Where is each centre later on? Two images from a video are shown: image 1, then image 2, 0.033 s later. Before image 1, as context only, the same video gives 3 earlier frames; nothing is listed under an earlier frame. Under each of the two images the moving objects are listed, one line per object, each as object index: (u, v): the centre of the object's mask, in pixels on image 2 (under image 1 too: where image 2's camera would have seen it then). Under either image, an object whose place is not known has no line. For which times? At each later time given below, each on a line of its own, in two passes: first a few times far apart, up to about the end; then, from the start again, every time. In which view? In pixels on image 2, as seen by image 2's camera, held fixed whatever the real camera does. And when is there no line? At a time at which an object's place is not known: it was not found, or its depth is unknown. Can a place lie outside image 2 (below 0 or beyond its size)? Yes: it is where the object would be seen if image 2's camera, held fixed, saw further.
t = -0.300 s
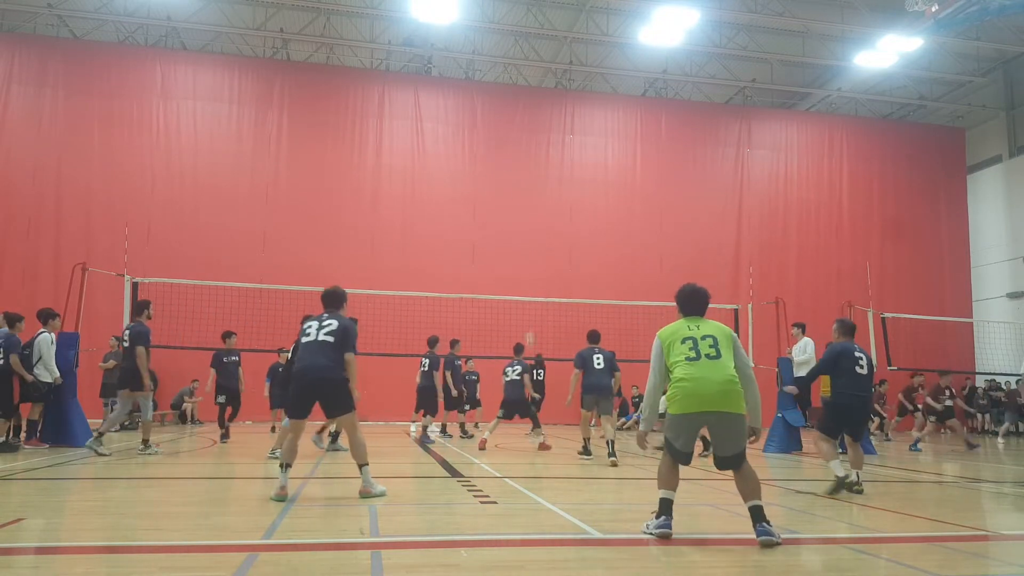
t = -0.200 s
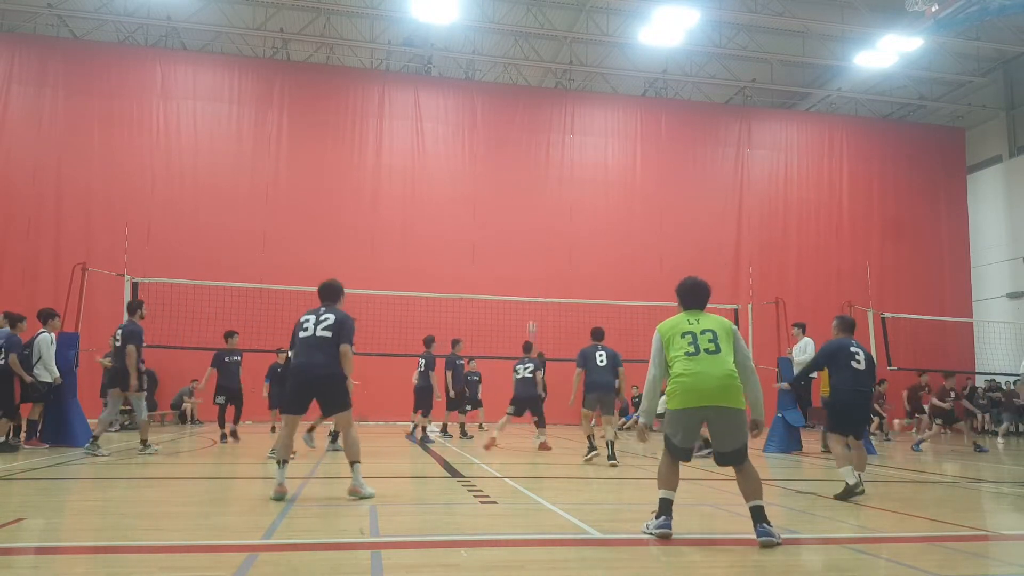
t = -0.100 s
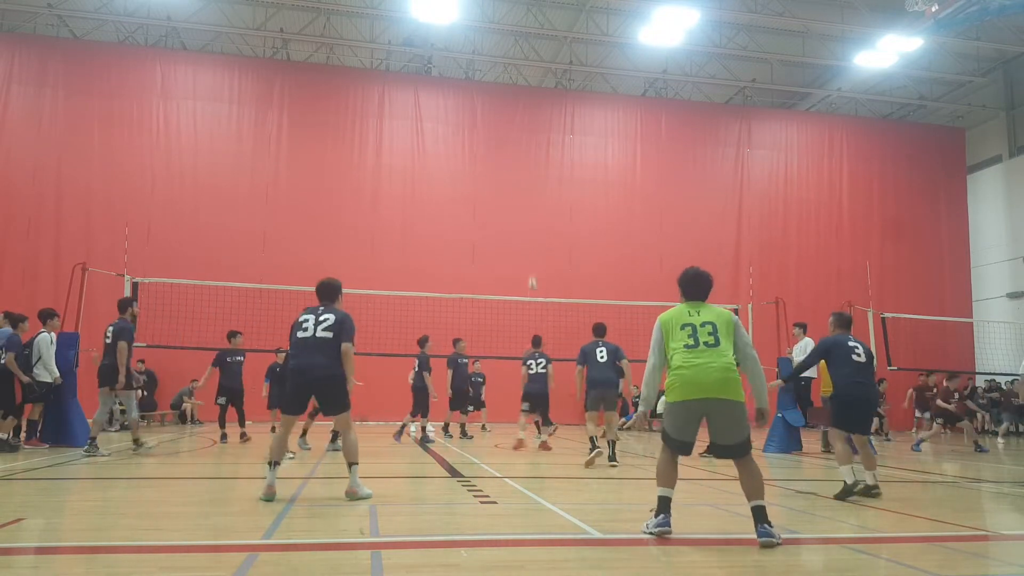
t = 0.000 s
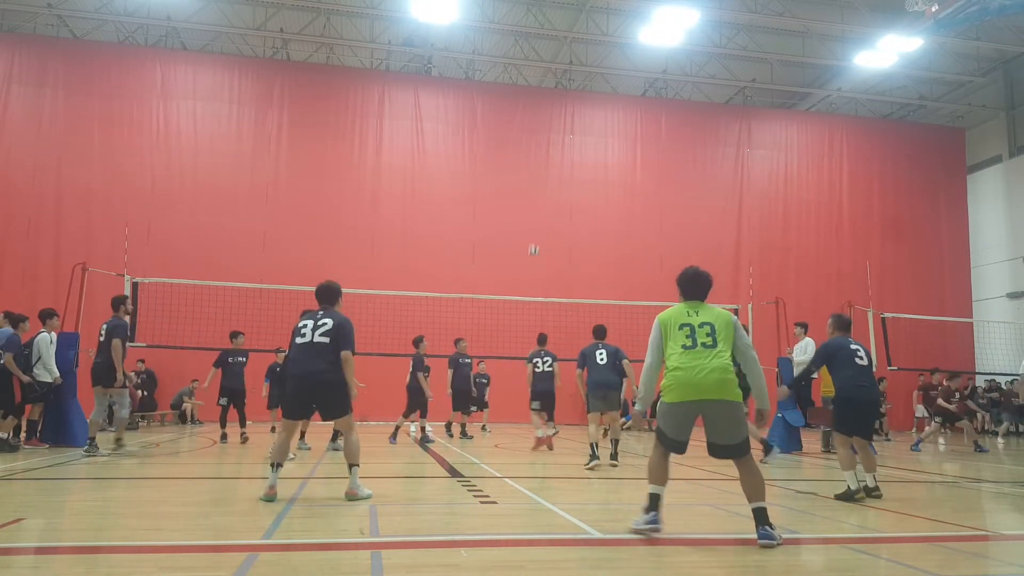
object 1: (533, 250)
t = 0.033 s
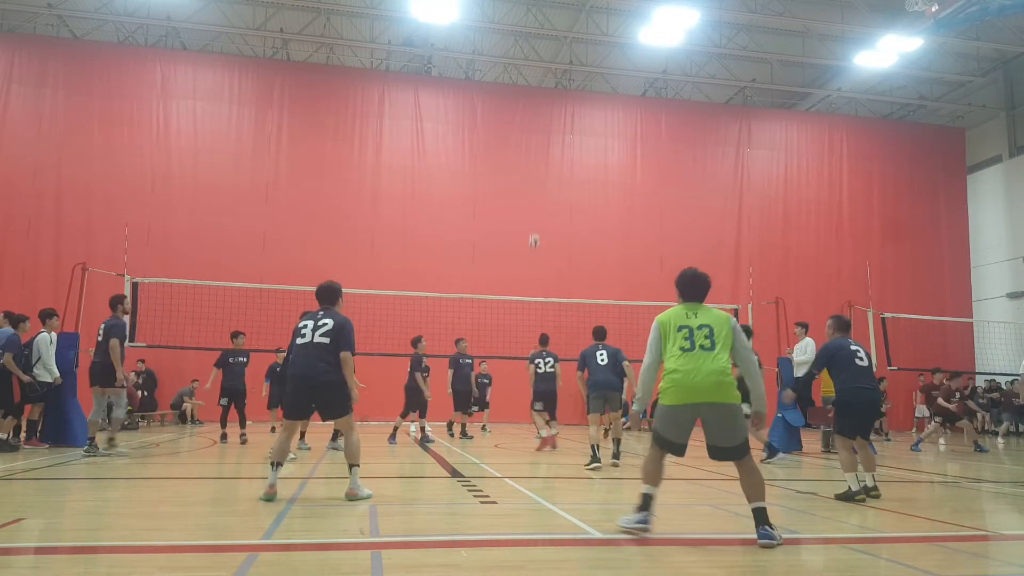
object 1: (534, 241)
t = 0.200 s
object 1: (536, 195)
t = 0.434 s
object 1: (542, 150)
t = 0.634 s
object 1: (548, 133)
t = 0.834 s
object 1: (560, 145)
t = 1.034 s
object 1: (576, 205)
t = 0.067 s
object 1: (534, 231)
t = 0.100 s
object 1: (534, 222)
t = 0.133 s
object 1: (535, 212)
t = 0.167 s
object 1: (535, 205)
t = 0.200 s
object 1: (536, 195)
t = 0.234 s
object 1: (537, 188)
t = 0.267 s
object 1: (538, 181)
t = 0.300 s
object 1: (539, 173)
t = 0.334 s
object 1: (539, 167)
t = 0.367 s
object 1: (540, 162)
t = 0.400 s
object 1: (541, 155)
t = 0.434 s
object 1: (542, 150)
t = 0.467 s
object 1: (543, 146)
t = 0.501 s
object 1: (544, 142)
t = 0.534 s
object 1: (545, 138)
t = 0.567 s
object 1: (546, 136)
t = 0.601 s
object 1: (547, 134)
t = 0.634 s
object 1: (548, 133)
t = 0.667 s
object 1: (550, 132)
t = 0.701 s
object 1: (552, 133)
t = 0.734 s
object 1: (554, 134)
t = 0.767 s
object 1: (555, 137)
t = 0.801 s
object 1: (557, 140)
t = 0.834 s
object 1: (560, 145)
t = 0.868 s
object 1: (562, 150)
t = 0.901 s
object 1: (564, 158)
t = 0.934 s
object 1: (568, 168)
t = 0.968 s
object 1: (570, 178)
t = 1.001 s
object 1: (573, 191)
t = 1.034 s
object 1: (576, 205)
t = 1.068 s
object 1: (579, 221)
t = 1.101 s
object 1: (583, 240)
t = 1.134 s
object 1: (588, 262)
